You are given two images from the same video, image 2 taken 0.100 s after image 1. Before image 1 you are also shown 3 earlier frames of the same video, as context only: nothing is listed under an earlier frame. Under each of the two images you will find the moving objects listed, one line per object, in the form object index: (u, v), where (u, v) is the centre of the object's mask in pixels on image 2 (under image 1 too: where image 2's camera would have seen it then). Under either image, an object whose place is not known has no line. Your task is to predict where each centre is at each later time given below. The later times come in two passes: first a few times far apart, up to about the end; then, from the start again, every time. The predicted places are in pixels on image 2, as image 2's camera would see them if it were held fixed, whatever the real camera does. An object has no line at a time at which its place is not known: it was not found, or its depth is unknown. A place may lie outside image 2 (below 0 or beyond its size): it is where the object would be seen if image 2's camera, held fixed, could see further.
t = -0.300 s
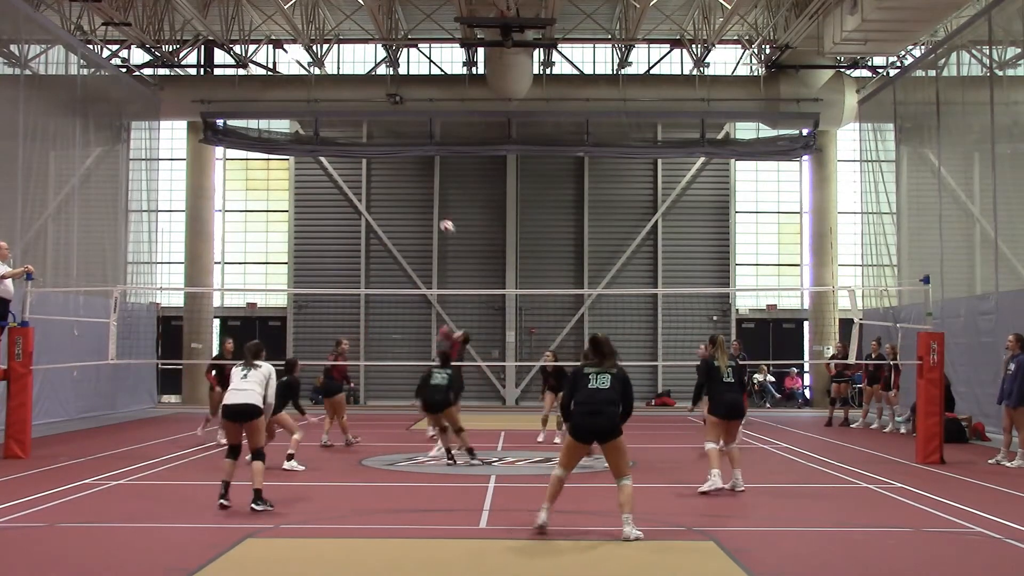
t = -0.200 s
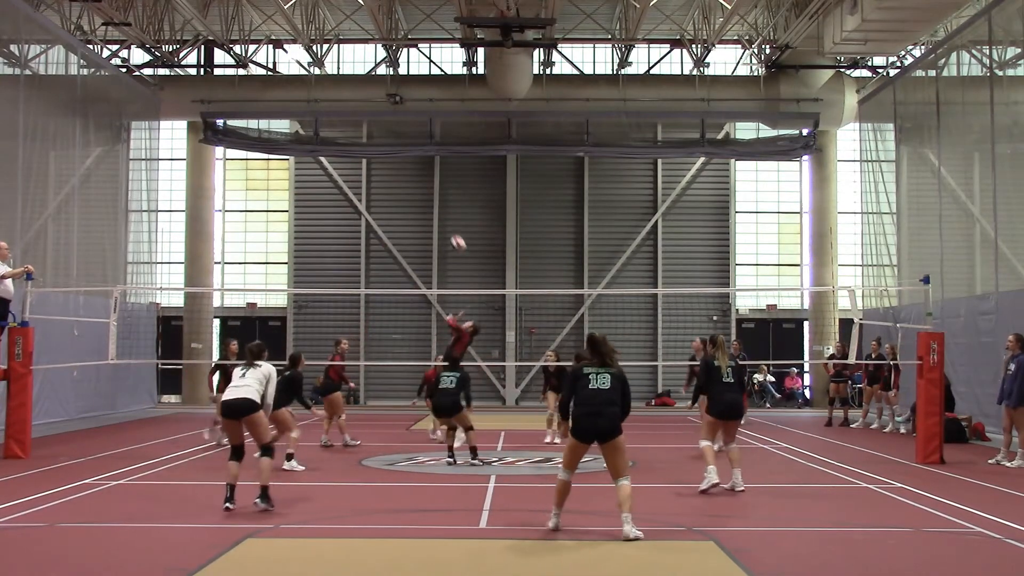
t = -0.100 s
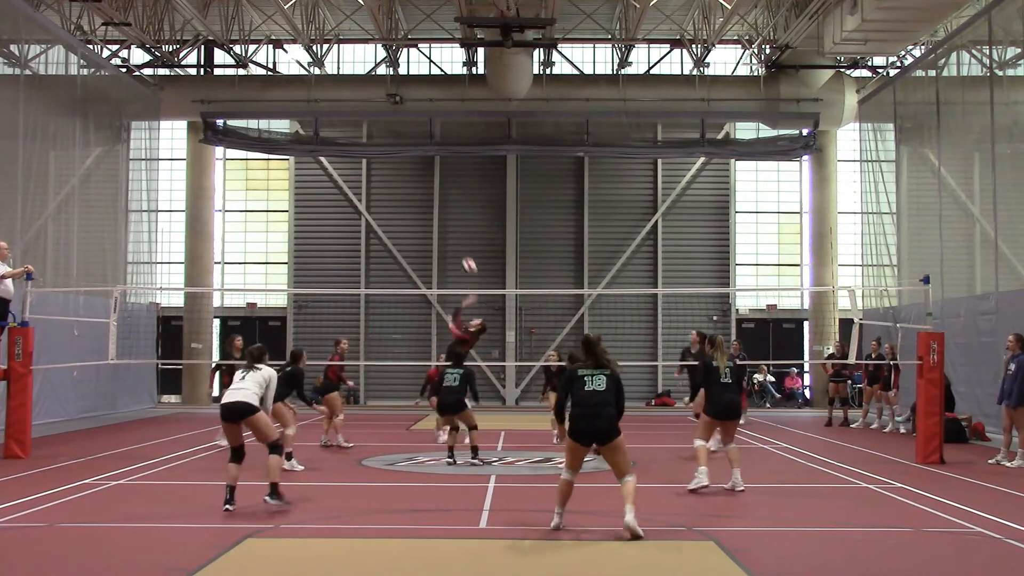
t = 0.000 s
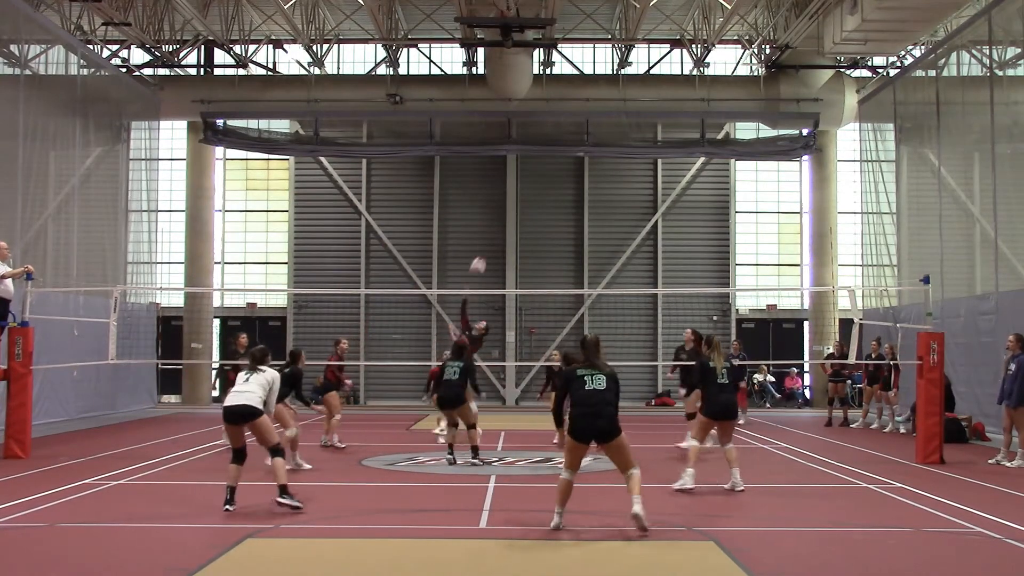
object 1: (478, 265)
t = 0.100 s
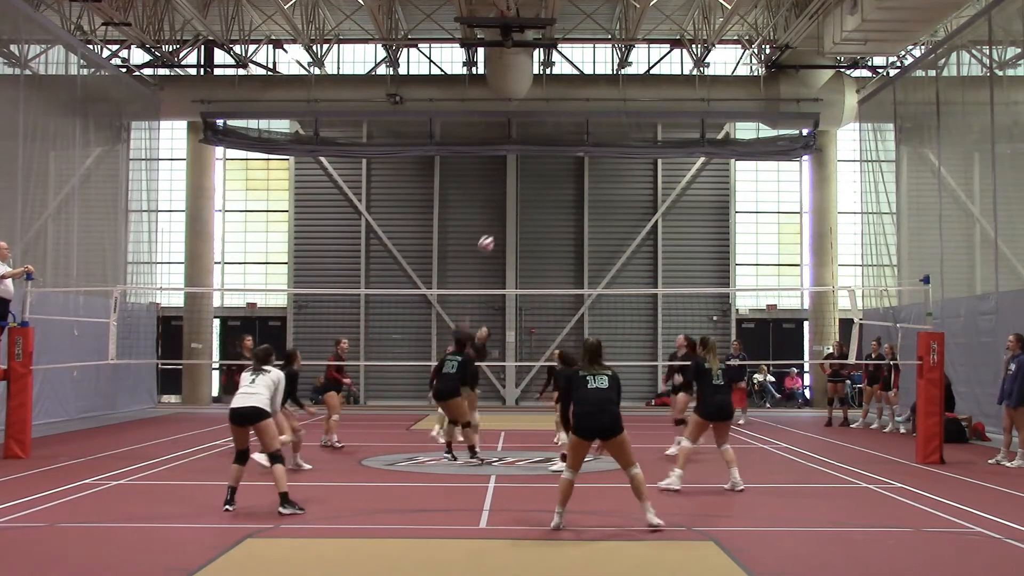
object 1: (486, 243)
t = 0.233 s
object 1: (498, 222)
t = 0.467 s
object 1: (522, 212)
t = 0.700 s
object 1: (552, 246)
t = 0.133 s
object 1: (489, 237)
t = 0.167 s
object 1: (492, 231)
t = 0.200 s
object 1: (495, 227)
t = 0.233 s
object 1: (498, 222)
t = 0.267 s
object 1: (501, 218)
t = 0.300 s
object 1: (504, 215)
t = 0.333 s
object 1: (508, 213)
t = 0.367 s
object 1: (512, 212)
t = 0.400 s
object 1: (515, 211)
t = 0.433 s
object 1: (519, 211)
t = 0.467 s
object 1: (522, 212)
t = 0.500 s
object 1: (527, 213)
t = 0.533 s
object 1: (530, 217)
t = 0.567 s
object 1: (535, 220)
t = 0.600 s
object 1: (539, 225)
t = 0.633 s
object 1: (544, 230)
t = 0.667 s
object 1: (548, 237)
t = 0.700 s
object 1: (552, 246)
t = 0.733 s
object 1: (557, 255)
